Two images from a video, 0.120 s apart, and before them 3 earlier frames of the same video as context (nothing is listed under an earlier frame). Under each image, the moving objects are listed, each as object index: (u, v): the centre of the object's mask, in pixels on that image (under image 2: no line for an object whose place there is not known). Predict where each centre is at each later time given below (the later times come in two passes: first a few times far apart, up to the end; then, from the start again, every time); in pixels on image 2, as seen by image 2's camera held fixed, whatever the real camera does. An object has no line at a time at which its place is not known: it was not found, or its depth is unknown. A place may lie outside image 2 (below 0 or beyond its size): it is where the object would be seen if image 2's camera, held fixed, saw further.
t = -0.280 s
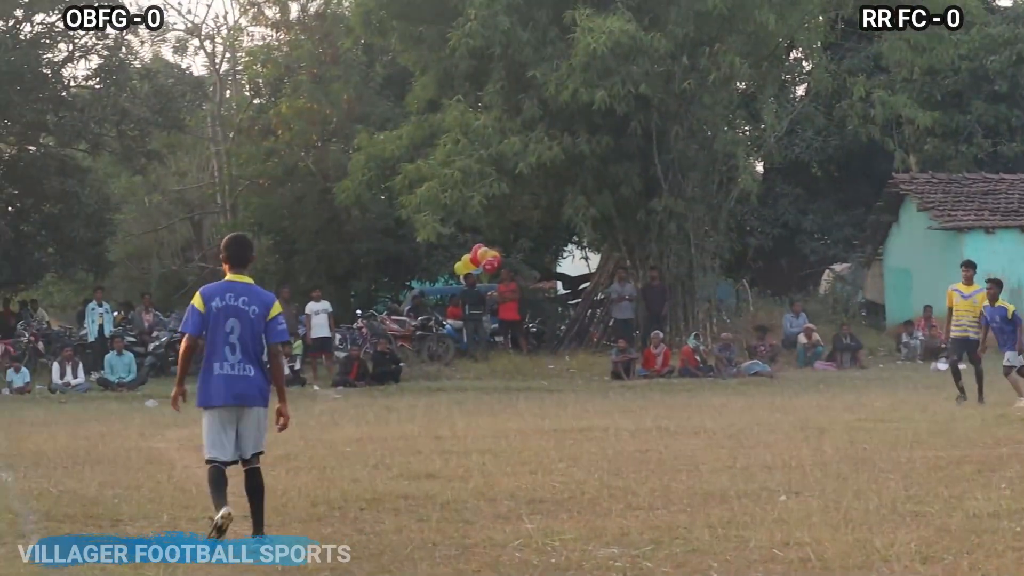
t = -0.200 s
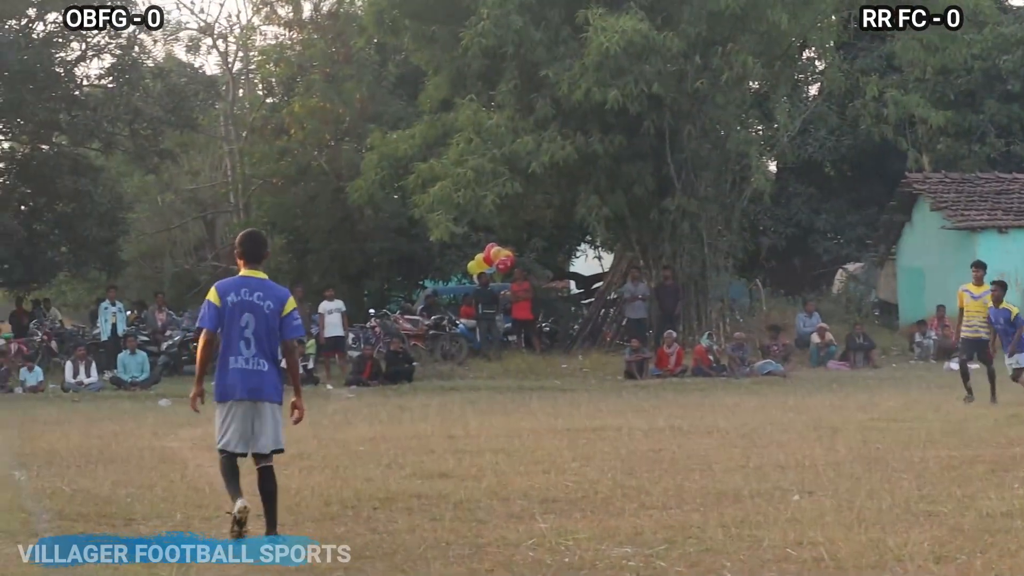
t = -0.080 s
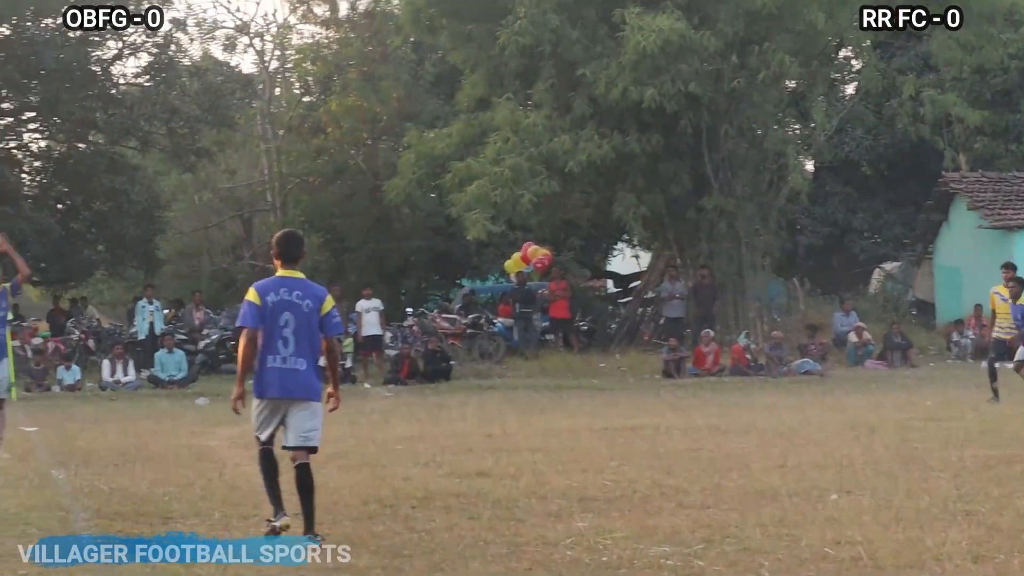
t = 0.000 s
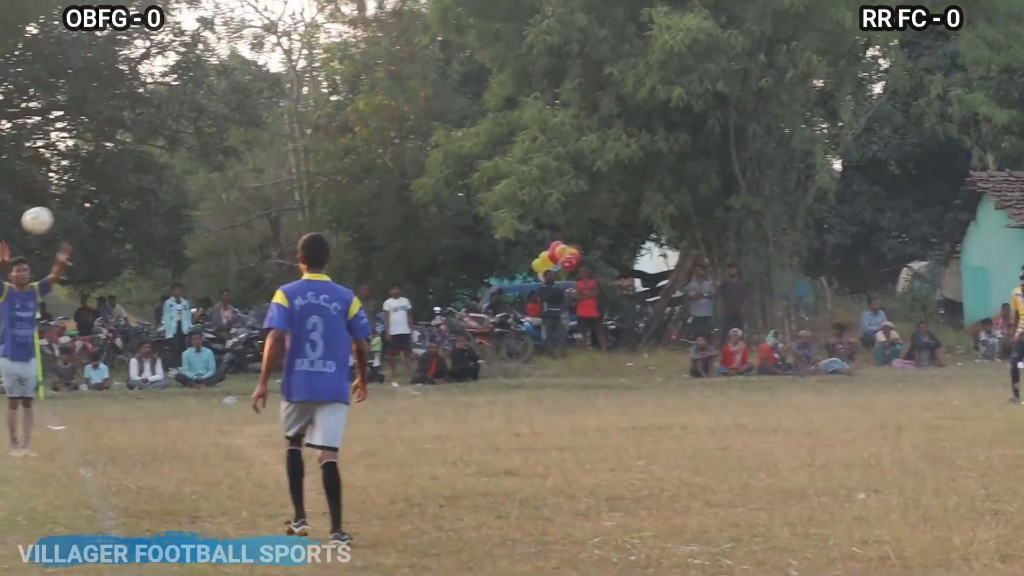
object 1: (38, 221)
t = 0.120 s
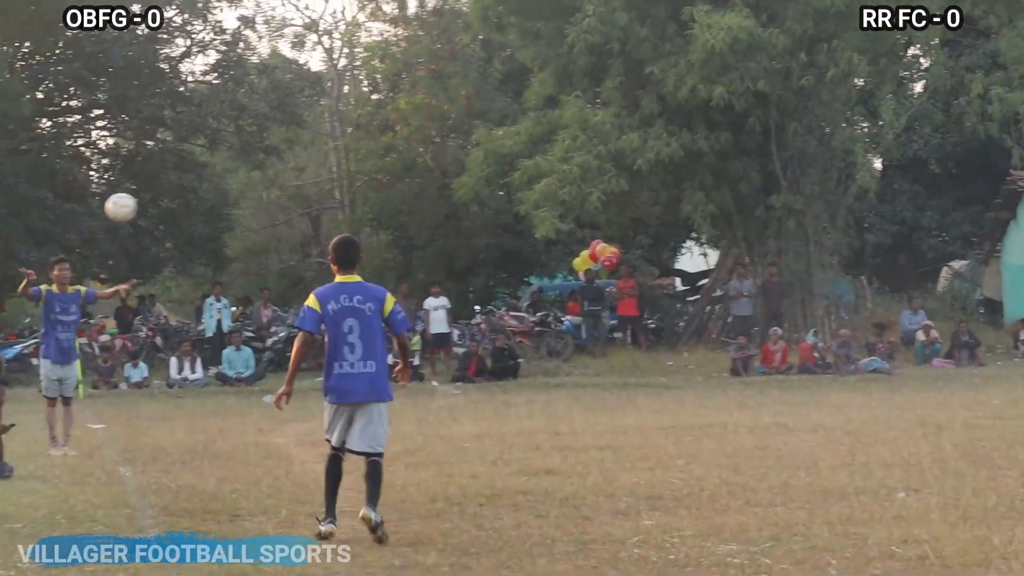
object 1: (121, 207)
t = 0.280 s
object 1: (180, 218)
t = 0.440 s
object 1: (252, 273)
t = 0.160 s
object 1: (135, 207)
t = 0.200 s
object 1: (149, 208)
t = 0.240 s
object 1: (164, 212)
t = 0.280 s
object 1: (180, 218)
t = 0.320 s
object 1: (197, 228)
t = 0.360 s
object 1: (214, 240)
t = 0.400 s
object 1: (232, 254)
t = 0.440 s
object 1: (252, 273)
